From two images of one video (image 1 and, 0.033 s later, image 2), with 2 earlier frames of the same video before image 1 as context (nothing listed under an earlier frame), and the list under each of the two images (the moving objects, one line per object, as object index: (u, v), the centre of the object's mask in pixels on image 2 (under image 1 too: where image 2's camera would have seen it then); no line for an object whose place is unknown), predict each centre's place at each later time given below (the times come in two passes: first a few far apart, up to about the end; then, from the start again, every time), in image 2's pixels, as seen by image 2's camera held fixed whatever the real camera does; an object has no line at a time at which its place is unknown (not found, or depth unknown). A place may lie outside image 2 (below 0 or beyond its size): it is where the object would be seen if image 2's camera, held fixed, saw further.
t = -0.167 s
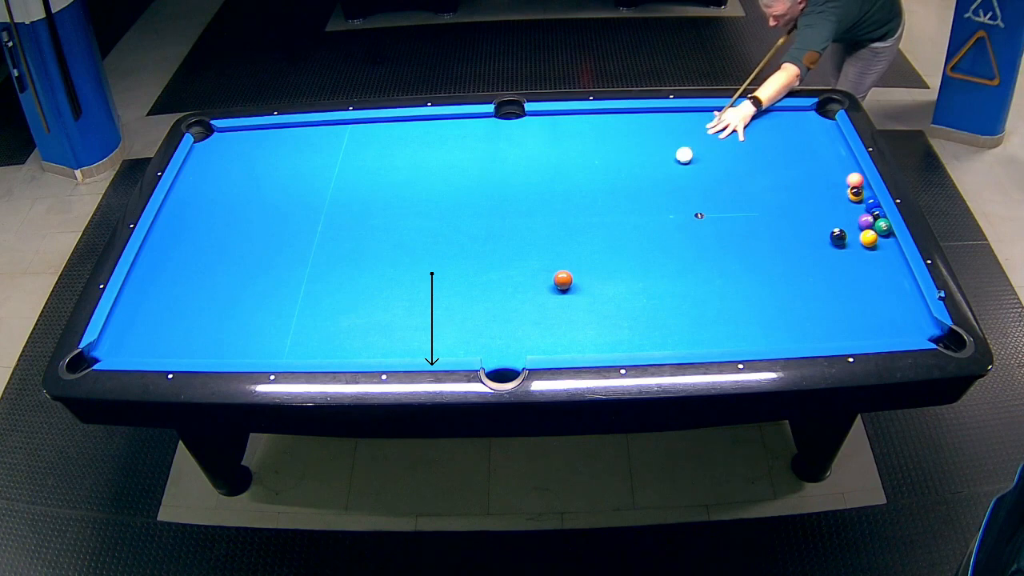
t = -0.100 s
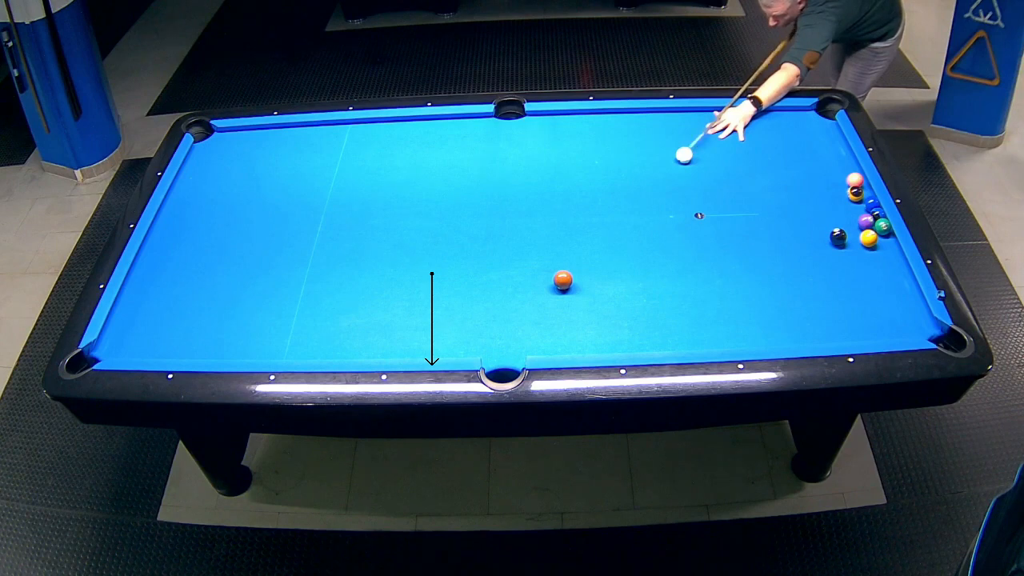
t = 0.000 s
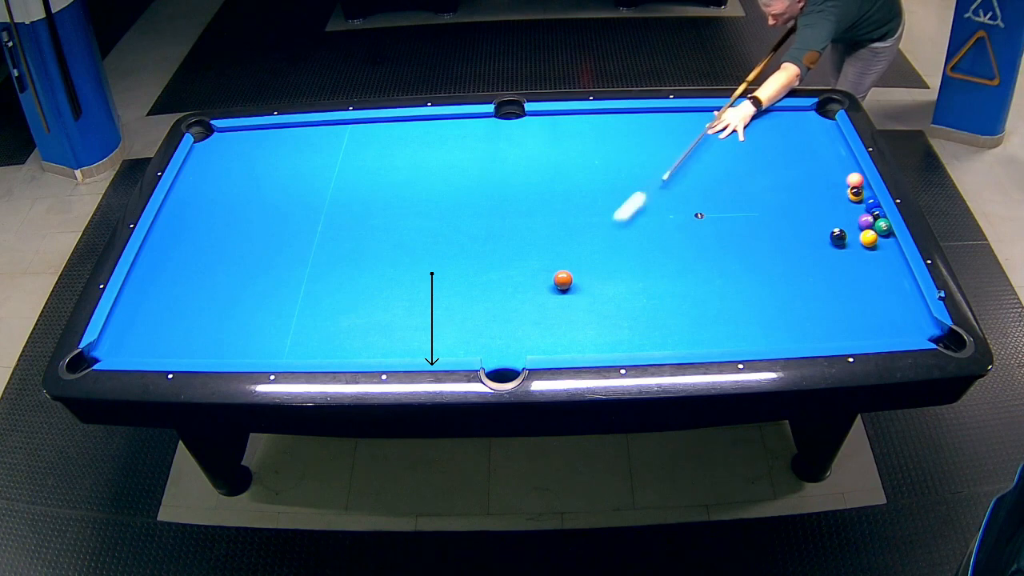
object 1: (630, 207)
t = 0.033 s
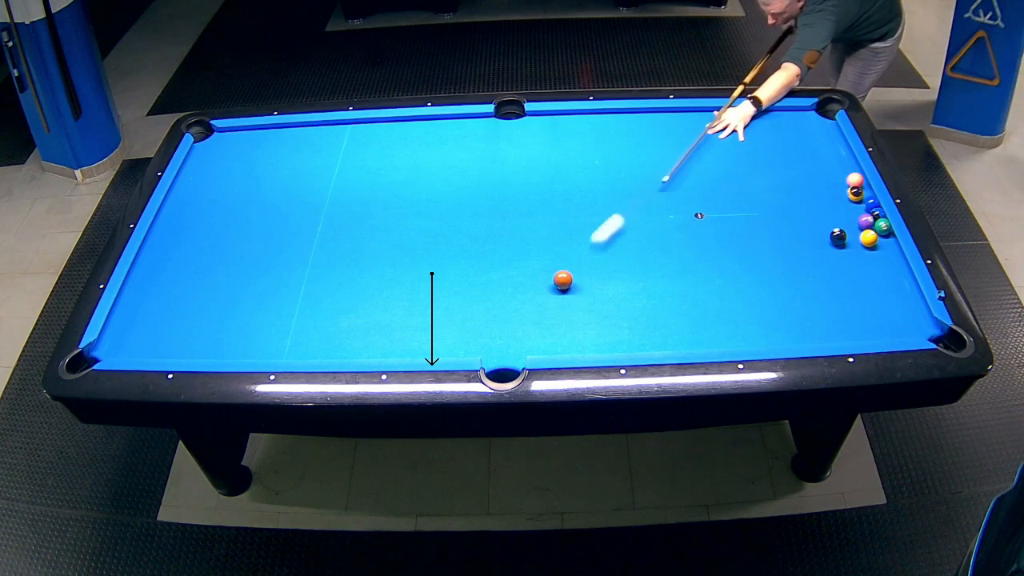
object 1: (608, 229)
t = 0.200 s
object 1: (545, 268)
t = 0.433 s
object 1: (480, 288)
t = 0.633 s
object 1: (408, 323)
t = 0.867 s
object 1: (332, 347)
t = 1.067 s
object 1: (297, 331)
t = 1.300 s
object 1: (260, 313)
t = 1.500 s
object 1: (231, 300)
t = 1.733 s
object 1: (200, 285)
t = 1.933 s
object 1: (176, 273)
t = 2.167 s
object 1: (151, 261)
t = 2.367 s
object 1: (152, 252)
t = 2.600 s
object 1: (172, 244)
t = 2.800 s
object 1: (188, 237)
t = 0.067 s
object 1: (584, 253)
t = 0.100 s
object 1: (567, 267)
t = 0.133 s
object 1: (561, 267)
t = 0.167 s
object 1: (553, 267)
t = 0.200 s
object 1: (545, 268)
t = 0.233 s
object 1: (538, 269)
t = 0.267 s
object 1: (529, 270)
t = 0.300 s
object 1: (520, 273)
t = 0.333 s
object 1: (511, 276)
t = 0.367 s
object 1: (501, 279)
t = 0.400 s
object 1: (490, 284)
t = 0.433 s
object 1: (480, 288)
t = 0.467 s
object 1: (468, 294)
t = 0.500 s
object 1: (456, 300)
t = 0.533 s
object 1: (445, 305)
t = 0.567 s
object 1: (433, 311)
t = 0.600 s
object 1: (419, 317)
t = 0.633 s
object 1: (408, 323)
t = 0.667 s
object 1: (396, 329)
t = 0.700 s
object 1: (383, 335)
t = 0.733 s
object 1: (371, 342)
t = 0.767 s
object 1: (358, 347)
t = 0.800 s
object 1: (346, 351)
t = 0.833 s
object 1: (338, 350)
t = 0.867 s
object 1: (332, 347)
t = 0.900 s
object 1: (326, 345)
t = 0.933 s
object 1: (321, 342)
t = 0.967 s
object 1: (314, 339)
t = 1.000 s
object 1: (308, 336)
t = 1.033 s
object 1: (303, 334)
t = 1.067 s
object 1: (297, 331)
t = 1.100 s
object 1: (292, 328)
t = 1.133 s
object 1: (286, 326)
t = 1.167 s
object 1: (281, 323)
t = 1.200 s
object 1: (275, 321)
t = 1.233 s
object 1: (270, 318)
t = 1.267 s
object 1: (265, 316)
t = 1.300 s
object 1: (260, 313)
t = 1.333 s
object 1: (255, 311)
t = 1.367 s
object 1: (250, 309)
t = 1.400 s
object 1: (245, 306)
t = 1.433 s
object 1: (240, 304)
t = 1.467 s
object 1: (236, 302)
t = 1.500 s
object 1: (231, 300)
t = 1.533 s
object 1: (226, 297)
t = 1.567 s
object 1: (221, 295)
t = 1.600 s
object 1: (217, 293)
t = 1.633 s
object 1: (213, 291)
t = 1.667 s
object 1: (208, 289)
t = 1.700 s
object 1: (204, 287)
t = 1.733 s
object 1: (200, 285)
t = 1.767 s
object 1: (196, 283)
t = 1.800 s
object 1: (192, 281)
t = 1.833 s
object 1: (188, 279)
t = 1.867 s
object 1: (184, 277)
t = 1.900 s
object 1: (180, 275)
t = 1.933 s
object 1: (176, 273)
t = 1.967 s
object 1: (173, 271)
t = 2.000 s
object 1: (169, 269)
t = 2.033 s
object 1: (165, 268)
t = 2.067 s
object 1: (161, 266)
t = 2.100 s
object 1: (158, 264)
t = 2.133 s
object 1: (154, 262)
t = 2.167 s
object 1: (151, 261)
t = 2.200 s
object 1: (147, 259)
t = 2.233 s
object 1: (144, 257)
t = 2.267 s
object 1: (143, 256)
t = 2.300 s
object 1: (146, 254)
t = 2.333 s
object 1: (149, 253)
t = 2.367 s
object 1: (152, 252)
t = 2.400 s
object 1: (155, 251)
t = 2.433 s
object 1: (158, 250)
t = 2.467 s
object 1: (161, 249)
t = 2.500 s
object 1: (164, 247)
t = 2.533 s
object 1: (166, 246)
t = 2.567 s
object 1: (169, 245)
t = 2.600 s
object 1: (172, 244)
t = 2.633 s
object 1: (175, 243)
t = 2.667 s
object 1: (177, 242)
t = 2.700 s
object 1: (180, 240)
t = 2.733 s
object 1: (183, 239)
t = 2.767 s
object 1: (186, 238)
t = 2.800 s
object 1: (188, 237)
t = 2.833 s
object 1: (191, 236)
